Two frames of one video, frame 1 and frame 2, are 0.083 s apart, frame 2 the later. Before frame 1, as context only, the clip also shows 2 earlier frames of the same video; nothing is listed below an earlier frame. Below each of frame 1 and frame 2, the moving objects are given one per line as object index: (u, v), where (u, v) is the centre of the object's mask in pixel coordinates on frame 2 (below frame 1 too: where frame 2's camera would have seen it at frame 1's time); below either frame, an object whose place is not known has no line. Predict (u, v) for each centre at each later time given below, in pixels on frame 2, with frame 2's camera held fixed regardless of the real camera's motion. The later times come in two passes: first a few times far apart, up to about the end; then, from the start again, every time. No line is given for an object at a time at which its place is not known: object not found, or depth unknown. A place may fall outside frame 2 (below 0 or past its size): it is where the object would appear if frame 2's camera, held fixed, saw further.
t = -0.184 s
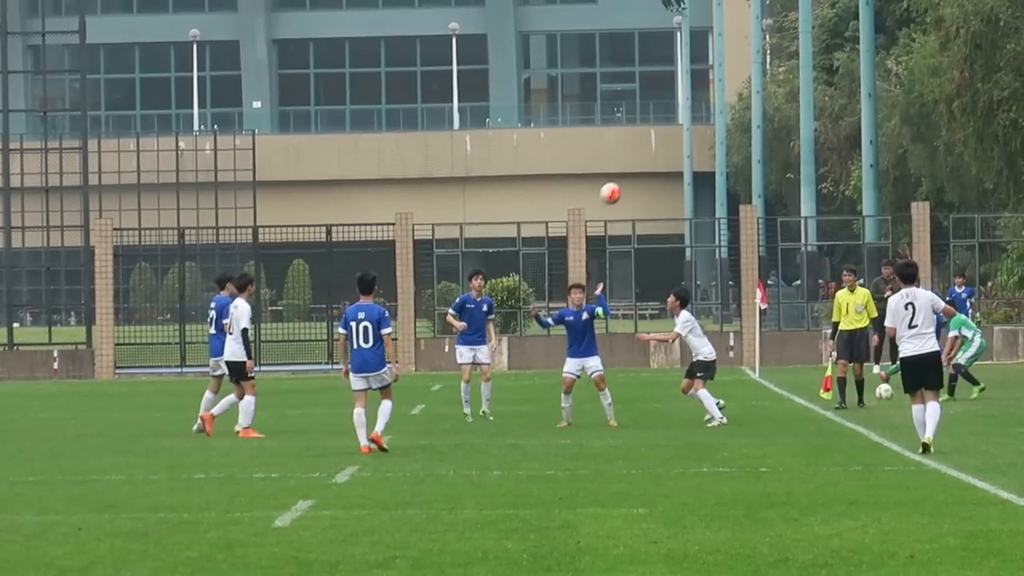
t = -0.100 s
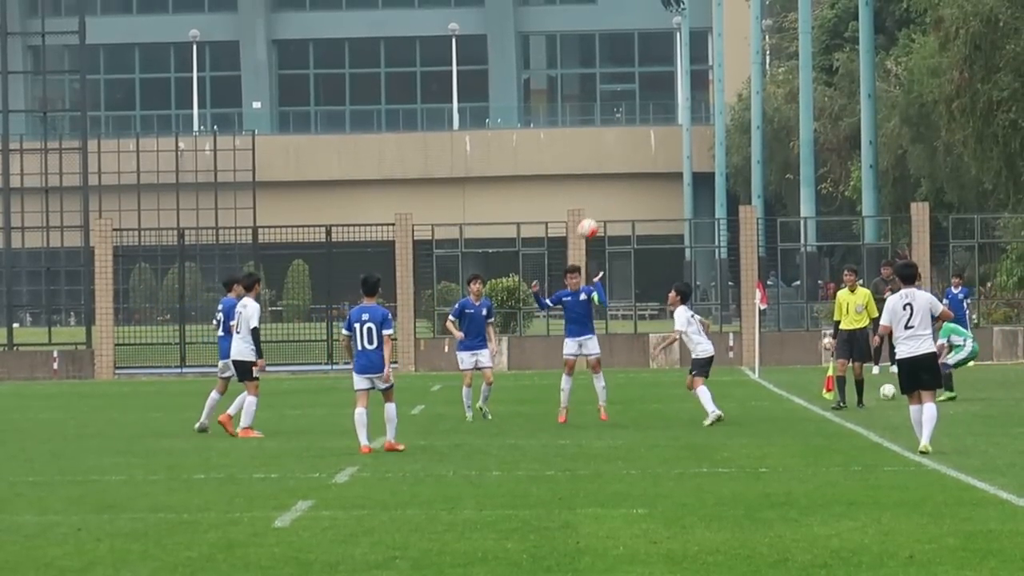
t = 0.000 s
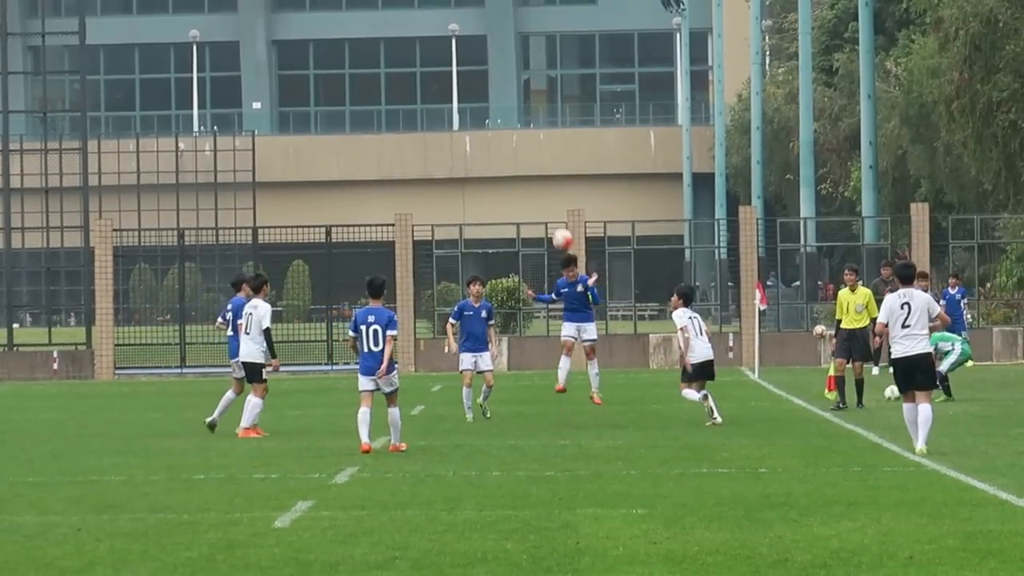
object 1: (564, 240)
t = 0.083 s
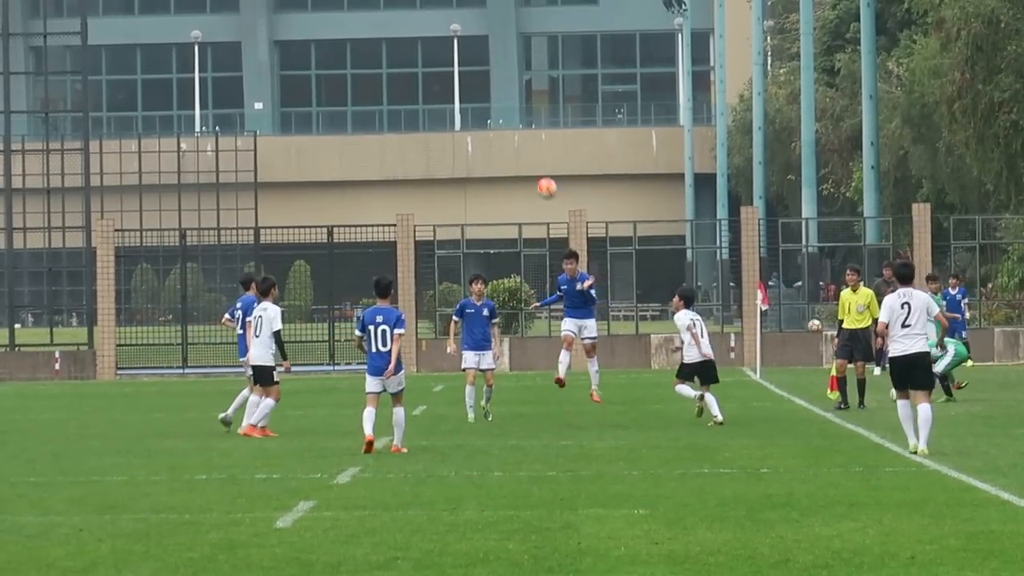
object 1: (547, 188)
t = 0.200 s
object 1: (522, 125)
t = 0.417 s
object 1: (474, 41)
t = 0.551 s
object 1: (443, 9)
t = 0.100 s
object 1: (543, 179)
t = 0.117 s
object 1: (539, 168)
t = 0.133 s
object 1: (536, 160)
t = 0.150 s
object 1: (532, 151)
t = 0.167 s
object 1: (529, 143)
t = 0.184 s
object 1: (525, 134)
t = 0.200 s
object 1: (522, 125)
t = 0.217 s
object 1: (518, 117)
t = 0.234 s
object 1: (514, 110)
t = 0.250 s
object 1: (511, 103)
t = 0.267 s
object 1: (507, 95)
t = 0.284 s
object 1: (504, 88)
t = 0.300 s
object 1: (500, 81)
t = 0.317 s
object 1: (496, 75)
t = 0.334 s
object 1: (492, 69)
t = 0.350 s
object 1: (489, 63)
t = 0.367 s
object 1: (485, 57)
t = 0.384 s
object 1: (481, 51)
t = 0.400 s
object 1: (477, 46)
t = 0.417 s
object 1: (474, 41)
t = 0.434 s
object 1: (470, 36)
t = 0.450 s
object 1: (467, 31)
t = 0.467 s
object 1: (463, 27)
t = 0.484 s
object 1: (459, 23)
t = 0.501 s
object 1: (455, 20)
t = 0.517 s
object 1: (451, 15)
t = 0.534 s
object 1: (447, 12)
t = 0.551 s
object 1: (443, 9)
